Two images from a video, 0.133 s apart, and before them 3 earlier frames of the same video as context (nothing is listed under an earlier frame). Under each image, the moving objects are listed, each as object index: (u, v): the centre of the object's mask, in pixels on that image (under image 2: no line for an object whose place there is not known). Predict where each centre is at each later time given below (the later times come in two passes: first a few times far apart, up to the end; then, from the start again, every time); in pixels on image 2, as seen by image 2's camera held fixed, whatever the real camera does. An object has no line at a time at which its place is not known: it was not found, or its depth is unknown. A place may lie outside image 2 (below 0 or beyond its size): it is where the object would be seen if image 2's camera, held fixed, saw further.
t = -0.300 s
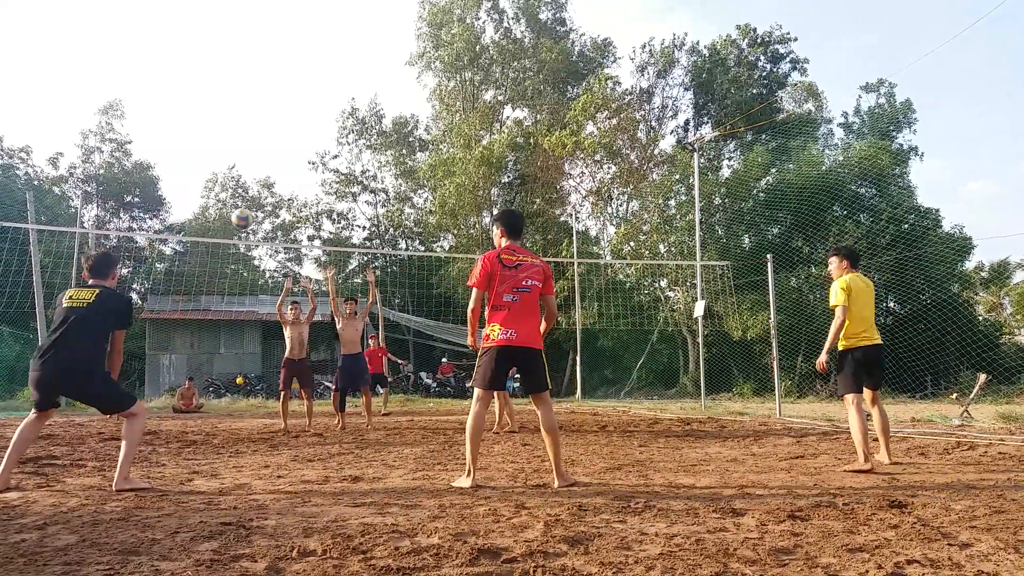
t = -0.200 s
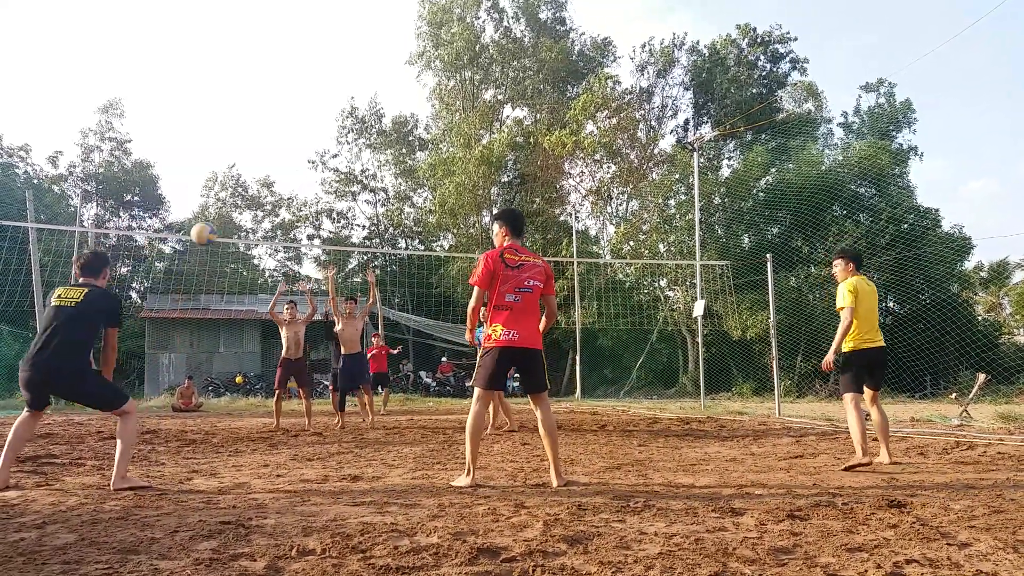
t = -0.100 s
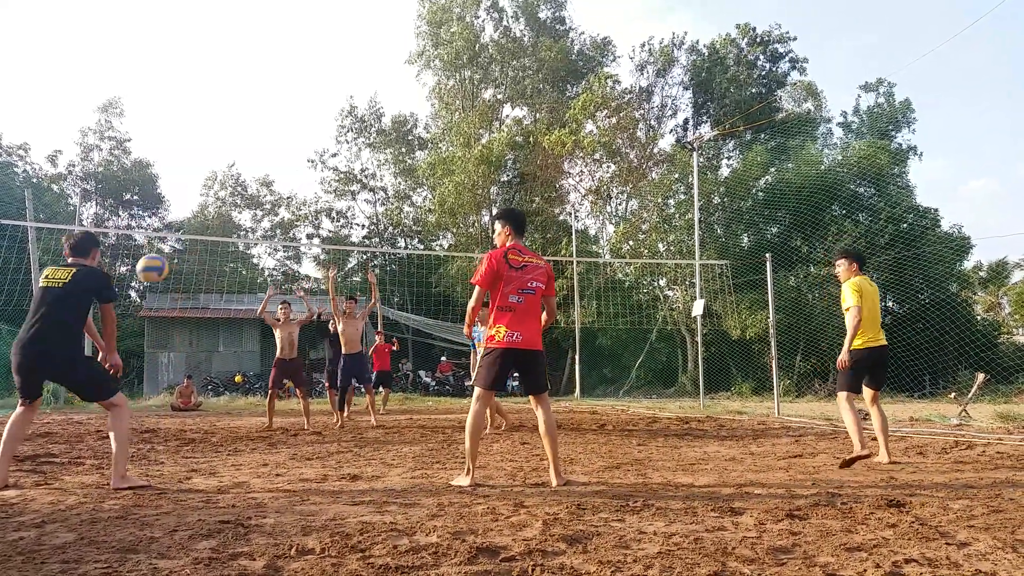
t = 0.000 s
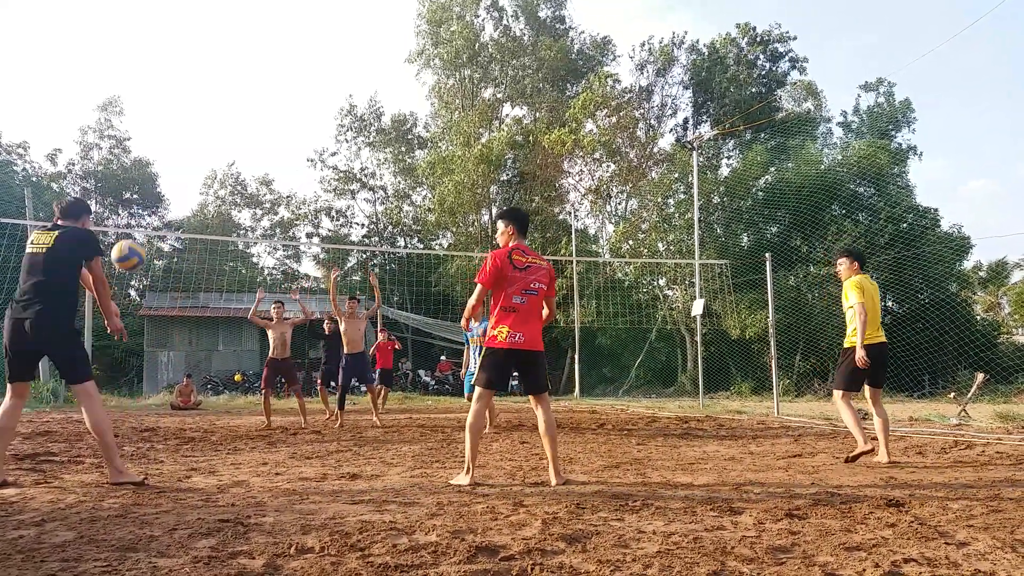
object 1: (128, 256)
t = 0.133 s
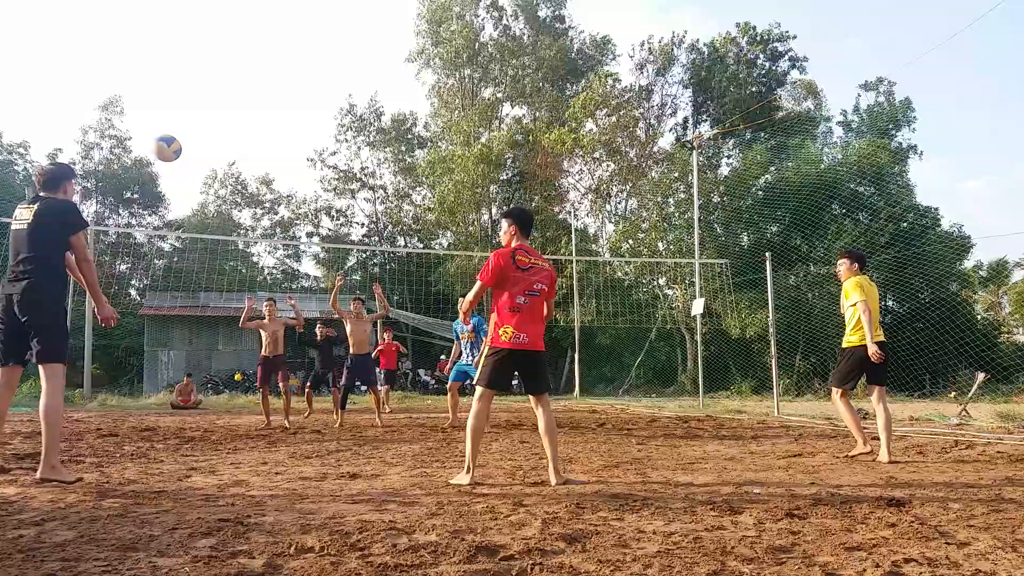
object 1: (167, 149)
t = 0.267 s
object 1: (198, 79)
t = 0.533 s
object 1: (246, 23)
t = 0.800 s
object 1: (283, 50)
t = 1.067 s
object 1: (313, 140)
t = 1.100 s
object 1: (316, 155)
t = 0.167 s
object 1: (175, 128)
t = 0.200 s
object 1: (183, 110)
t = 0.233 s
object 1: (192, 93)
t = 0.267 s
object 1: (198, 79)
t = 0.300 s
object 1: (205, 66)
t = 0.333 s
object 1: (212, 55)
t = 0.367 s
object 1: (218, 46)
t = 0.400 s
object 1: (224, 39)
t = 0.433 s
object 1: (230, 33)
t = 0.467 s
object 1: (235, 28)
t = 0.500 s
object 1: (240, 25)
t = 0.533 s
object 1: (246, 23)
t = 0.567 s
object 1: (251, 22)
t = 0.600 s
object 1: (256, 23)
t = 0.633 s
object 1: (260, 24)
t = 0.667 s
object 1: (265, 28)
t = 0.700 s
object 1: (270, 32)
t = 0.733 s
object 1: (274, 37)
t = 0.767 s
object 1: (278, 43)
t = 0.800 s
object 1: (283, 50)
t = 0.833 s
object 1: (287, 58)
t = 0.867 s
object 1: (290, 67)
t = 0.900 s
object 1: (295, 77)
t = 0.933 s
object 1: (299, 88)
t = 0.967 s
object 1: (302, 99)
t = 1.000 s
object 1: (306, 112)
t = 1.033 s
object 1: (310, 126)
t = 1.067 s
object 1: (313, 140)
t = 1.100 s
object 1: (316, 155)
